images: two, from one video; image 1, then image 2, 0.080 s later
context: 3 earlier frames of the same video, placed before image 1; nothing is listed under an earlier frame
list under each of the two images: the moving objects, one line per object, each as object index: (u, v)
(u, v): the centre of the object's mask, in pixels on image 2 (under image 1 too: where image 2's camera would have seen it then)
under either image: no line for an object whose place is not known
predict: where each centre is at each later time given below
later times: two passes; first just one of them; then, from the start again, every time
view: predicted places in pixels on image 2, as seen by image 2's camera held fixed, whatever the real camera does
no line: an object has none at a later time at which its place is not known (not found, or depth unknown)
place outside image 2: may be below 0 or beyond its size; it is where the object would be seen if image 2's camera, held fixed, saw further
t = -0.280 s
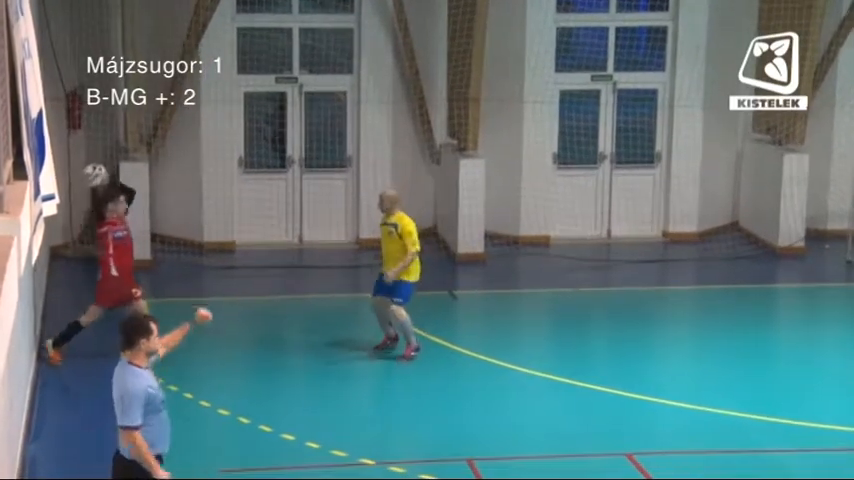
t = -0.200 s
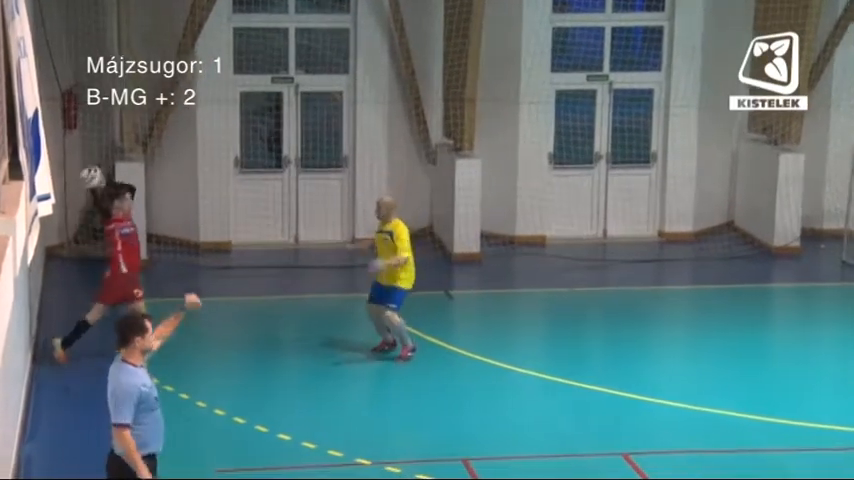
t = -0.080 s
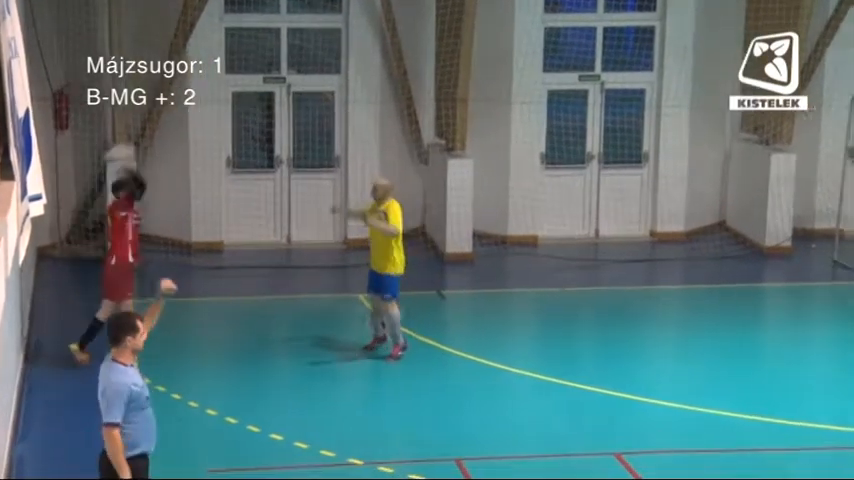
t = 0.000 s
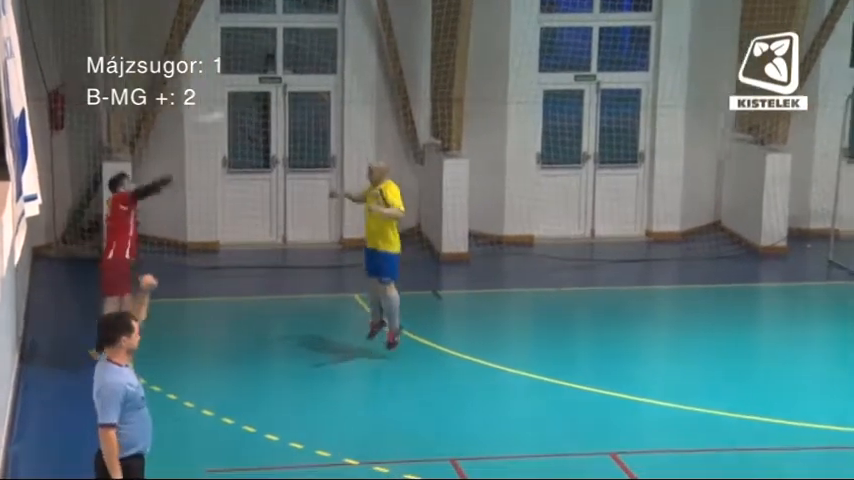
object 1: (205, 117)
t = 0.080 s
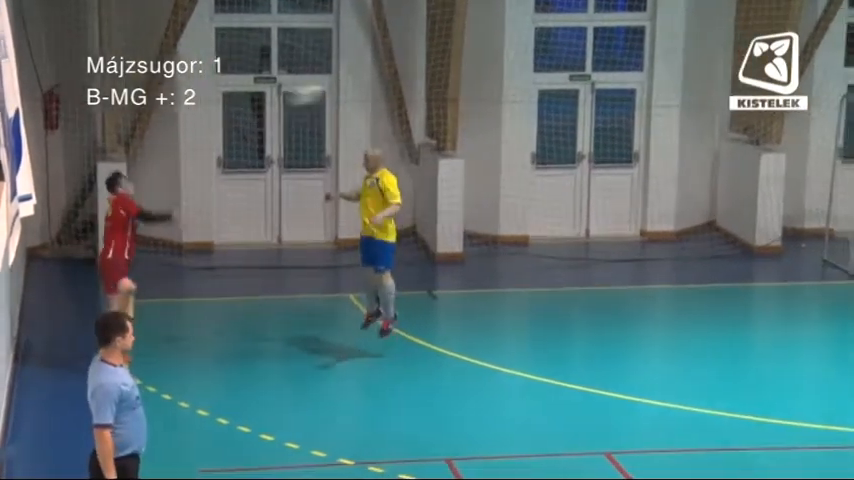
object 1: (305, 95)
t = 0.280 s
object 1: (549, 53)
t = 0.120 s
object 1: (356, 79)
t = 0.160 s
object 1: (403, 71)
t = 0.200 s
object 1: (451, 65)
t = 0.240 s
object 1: (500, 55)
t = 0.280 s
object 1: (549, 53)
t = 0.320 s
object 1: (596, 48)
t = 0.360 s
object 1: (643, 45)
